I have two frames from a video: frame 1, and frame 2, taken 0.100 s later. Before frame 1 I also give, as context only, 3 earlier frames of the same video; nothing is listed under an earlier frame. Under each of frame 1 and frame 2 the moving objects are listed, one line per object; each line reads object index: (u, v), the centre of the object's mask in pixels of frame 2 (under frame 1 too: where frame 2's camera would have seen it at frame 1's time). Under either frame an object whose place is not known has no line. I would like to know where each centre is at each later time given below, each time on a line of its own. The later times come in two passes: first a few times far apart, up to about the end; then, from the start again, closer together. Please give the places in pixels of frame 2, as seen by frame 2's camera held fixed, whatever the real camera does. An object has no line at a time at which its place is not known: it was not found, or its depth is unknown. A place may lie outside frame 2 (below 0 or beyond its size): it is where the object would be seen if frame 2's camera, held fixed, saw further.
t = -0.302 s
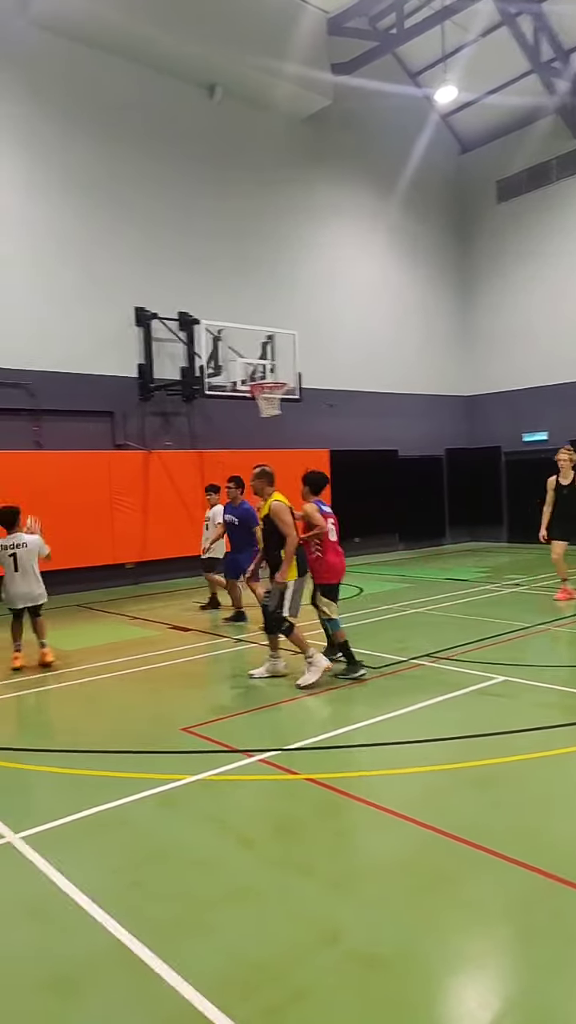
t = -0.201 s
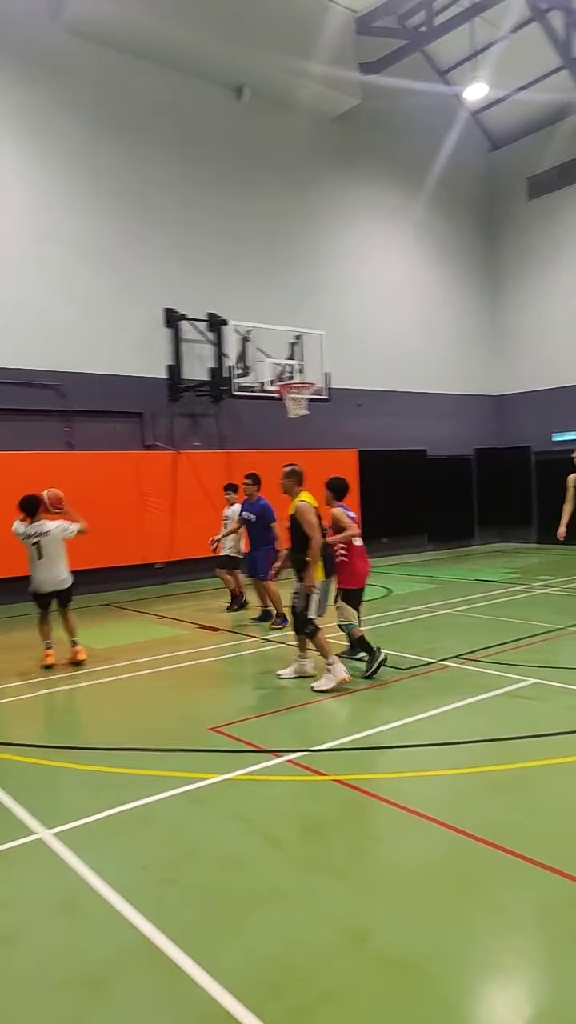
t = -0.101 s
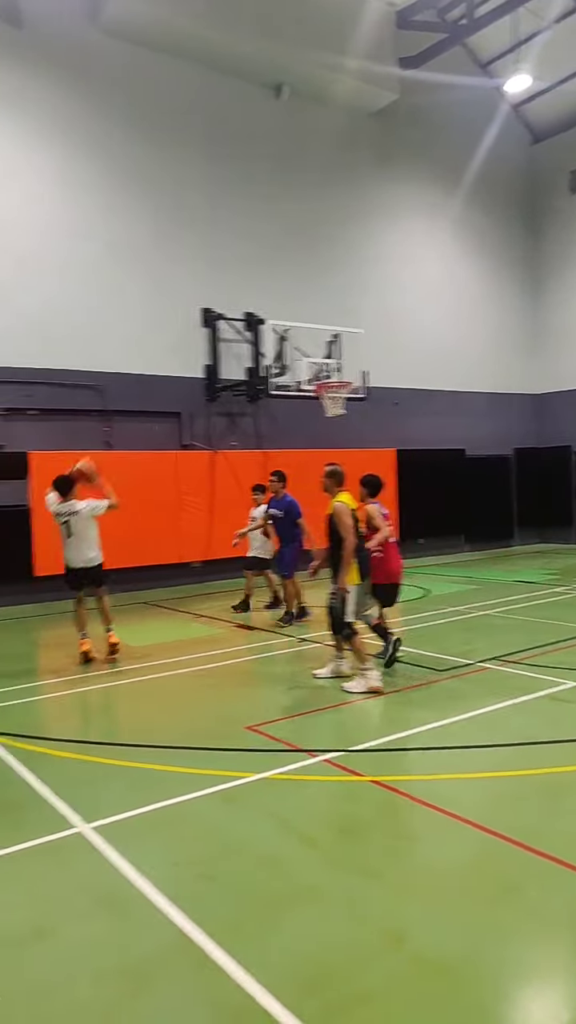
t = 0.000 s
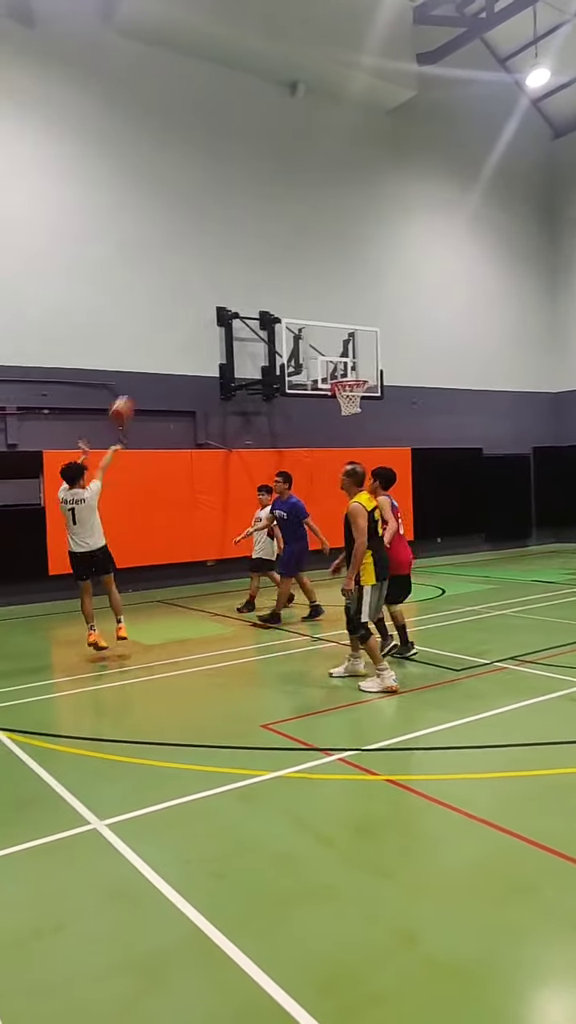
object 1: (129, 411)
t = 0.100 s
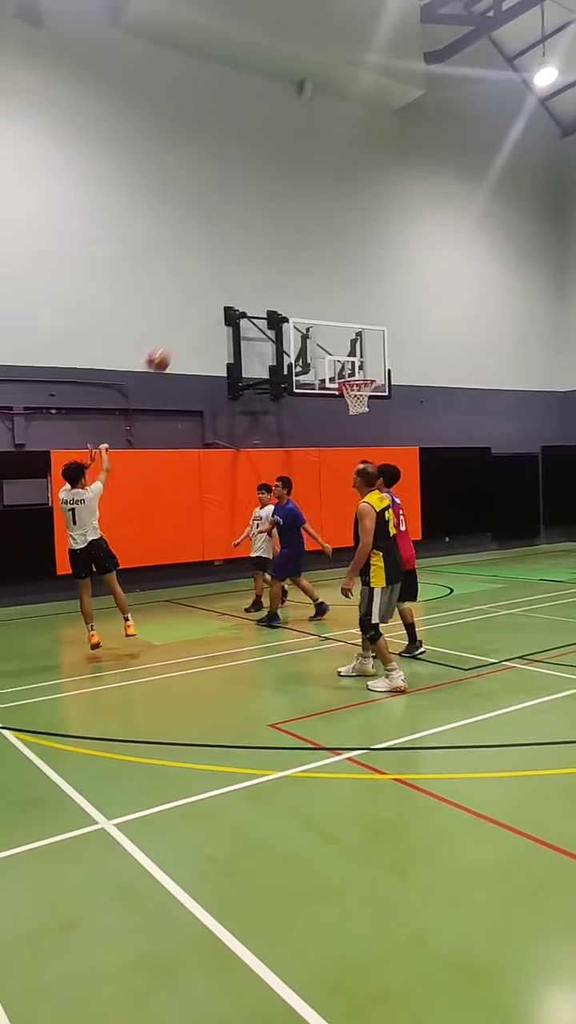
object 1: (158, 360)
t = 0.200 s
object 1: (185, 323)
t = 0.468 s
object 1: (248, 276)
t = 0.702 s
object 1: (295, 288)
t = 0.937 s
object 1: (335, 334)
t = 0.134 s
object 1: (167, 346)
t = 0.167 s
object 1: (176, 334)
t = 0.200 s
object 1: (185, 323)
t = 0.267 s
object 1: (202, 304)
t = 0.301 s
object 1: (210, 297)
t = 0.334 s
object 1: (218, 290)
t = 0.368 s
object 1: (226, 286)
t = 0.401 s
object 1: (233, 282)
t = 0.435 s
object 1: (241, 279)
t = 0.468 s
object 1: (248, 276)
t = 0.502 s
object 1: (255, 276)
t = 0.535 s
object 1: (262, 276)
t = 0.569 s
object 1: (269, 277)
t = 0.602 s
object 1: (276, 279)
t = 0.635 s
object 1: (282, 281)
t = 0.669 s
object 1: (288, 284)
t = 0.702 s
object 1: (295, 288)
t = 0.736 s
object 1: (301, 293)
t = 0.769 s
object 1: (307, 298)
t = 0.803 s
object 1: (312, 304)
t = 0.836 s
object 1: (318, 310)
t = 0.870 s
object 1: (324, 319)
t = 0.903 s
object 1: (330, 327)
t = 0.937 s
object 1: (335, 334)
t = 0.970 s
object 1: (340, 343)
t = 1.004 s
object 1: (345, 352)
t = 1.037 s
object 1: (350, 364)
